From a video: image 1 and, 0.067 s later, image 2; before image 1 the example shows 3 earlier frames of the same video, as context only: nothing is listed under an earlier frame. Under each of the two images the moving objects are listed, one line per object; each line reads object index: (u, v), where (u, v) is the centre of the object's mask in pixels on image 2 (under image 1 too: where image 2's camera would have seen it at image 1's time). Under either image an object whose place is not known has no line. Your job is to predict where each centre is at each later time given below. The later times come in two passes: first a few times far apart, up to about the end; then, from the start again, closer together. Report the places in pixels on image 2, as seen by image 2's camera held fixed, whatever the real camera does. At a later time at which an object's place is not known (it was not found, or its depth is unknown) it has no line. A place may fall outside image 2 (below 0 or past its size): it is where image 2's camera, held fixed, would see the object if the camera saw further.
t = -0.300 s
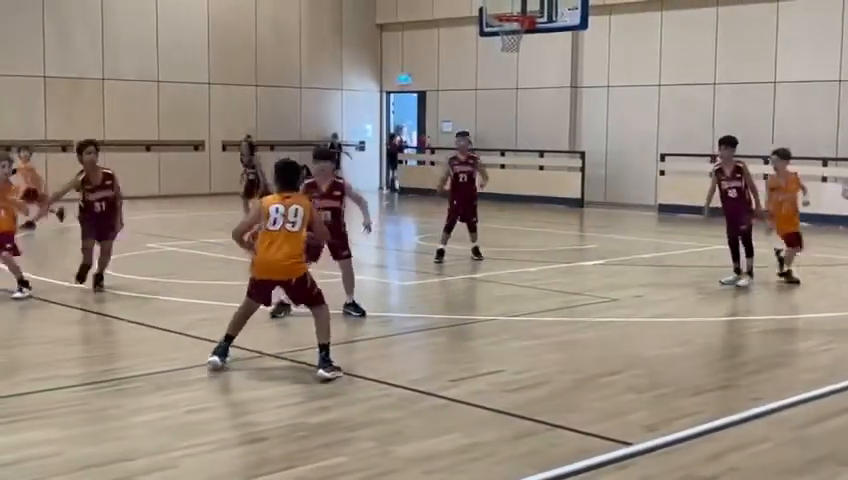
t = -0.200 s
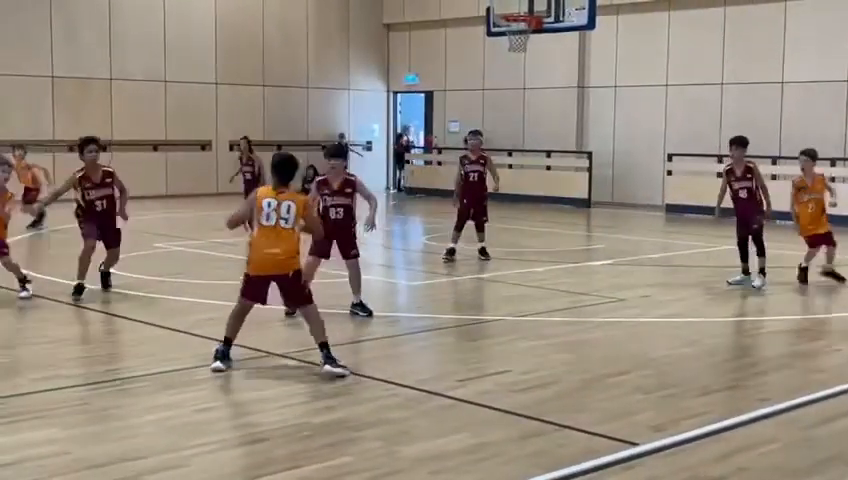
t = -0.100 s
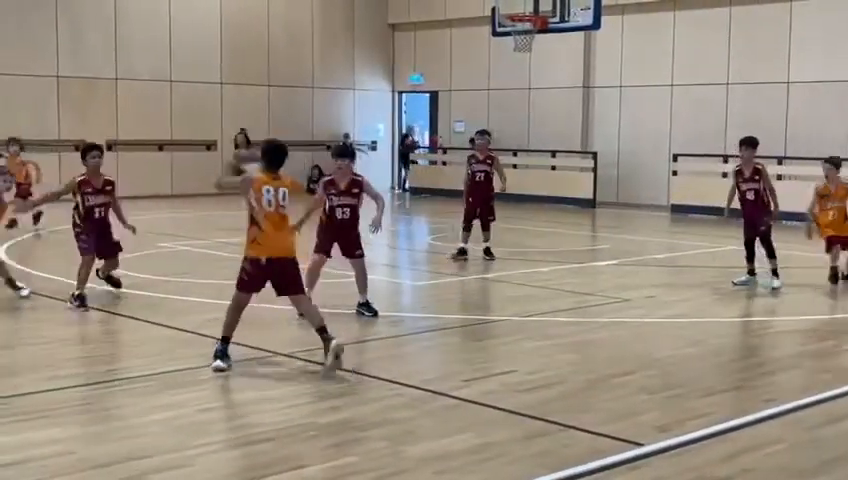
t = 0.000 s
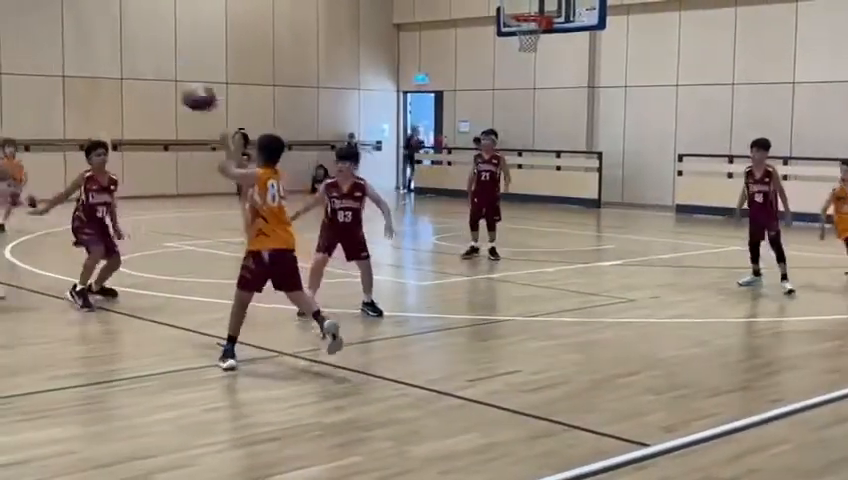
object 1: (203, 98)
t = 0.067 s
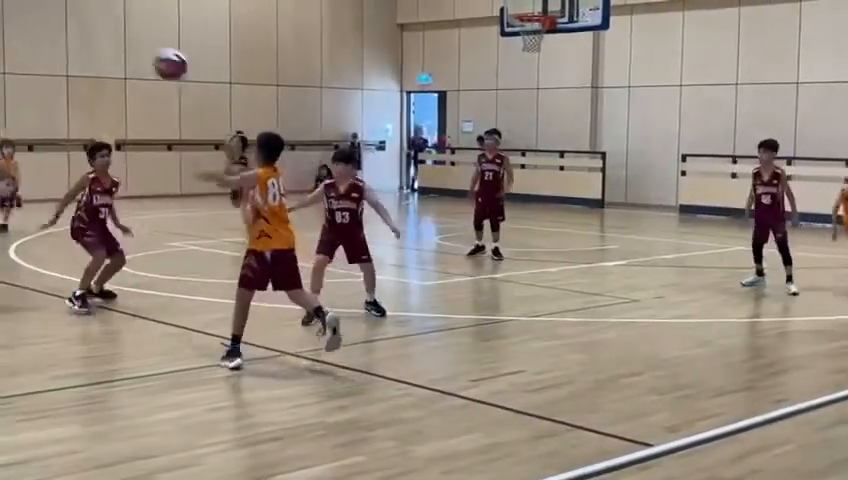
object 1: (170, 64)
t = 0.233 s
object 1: (102, 13)
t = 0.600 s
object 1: (-9, 20)
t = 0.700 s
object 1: (-32, 46)
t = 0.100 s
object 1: (155, 50)
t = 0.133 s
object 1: (141, 38)
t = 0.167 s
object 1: (128, 28)
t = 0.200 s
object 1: (114, 19)
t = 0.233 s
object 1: (102, 13)
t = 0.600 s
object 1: (-9, 20)
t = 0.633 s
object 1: (-17, 28)
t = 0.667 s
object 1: (-24, 36)
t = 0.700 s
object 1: (-32, 46)
